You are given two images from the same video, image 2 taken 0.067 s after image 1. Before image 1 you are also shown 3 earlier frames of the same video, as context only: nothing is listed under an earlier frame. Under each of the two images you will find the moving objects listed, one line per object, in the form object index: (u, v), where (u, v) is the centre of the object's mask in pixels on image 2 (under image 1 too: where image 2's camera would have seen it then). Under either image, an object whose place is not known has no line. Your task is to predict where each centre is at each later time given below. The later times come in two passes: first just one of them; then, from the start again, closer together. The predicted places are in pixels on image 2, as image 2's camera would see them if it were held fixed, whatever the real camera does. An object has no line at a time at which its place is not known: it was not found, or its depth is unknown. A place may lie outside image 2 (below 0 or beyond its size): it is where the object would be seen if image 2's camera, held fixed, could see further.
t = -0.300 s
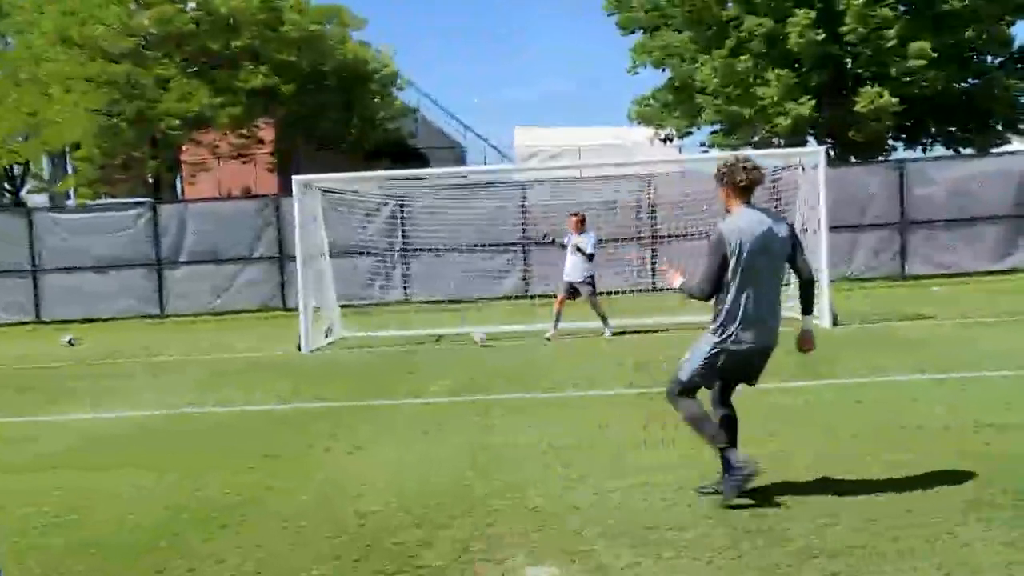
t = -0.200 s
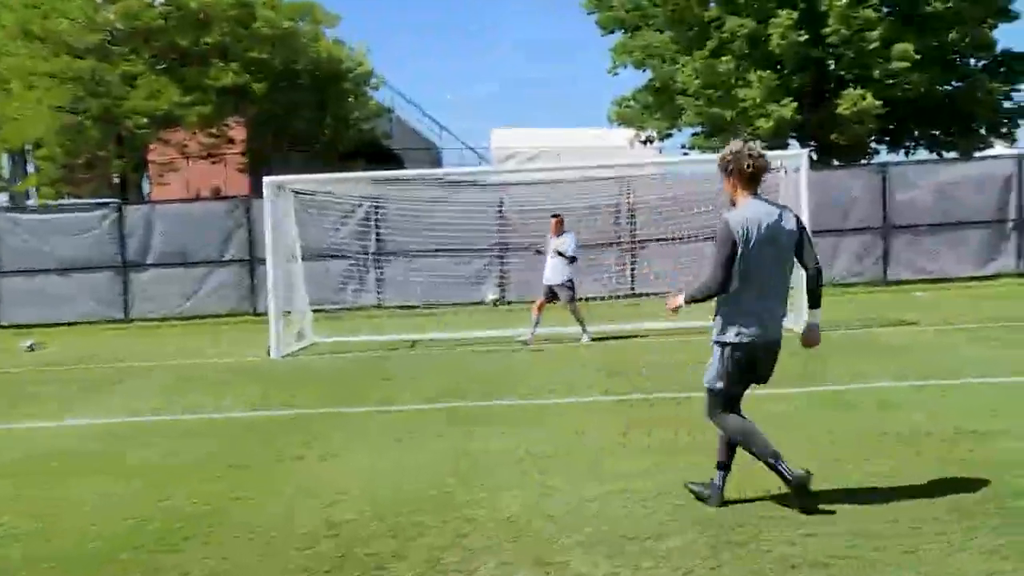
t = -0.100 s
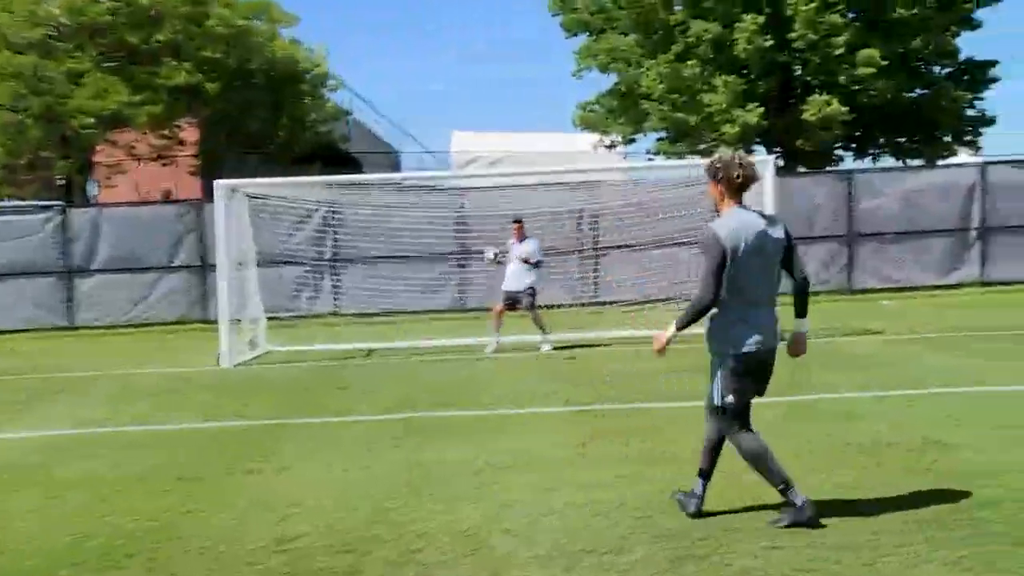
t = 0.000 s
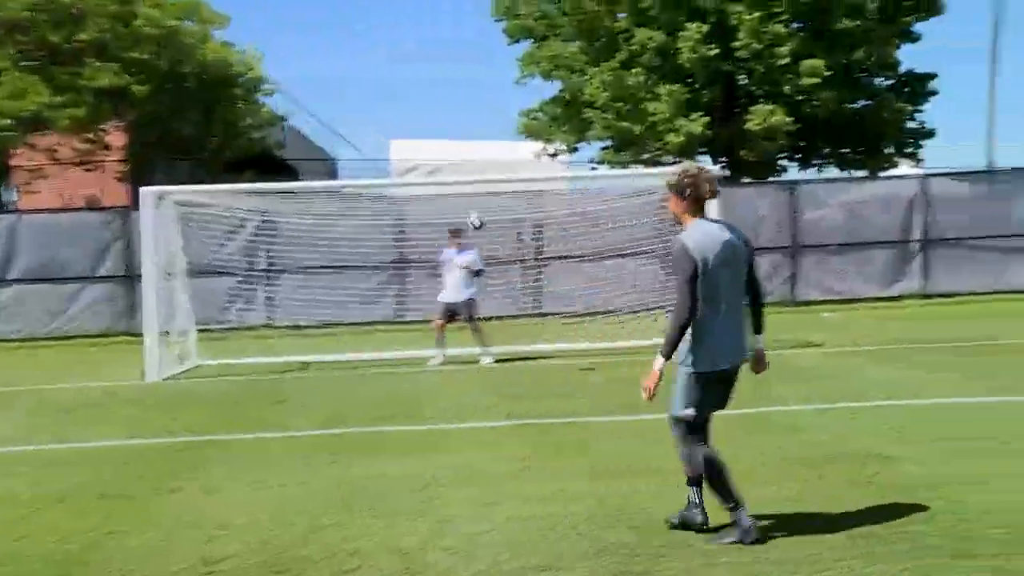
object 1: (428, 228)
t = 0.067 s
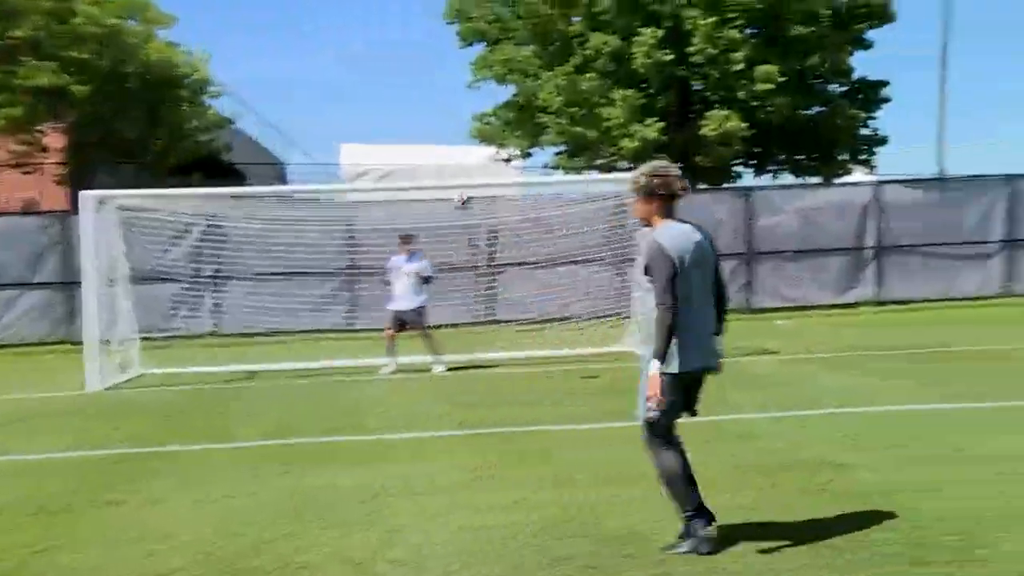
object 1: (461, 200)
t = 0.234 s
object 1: (540, 147)
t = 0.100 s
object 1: (477, 189)
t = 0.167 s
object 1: (510, 167)
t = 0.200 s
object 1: (524, 157)
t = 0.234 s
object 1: (540, 147)
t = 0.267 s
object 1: (560, 140)
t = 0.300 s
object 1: (580, 132)
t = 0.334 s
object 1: (599, 126)
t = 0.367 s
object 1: (620, 120)
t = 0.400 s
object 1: (643, 115)
